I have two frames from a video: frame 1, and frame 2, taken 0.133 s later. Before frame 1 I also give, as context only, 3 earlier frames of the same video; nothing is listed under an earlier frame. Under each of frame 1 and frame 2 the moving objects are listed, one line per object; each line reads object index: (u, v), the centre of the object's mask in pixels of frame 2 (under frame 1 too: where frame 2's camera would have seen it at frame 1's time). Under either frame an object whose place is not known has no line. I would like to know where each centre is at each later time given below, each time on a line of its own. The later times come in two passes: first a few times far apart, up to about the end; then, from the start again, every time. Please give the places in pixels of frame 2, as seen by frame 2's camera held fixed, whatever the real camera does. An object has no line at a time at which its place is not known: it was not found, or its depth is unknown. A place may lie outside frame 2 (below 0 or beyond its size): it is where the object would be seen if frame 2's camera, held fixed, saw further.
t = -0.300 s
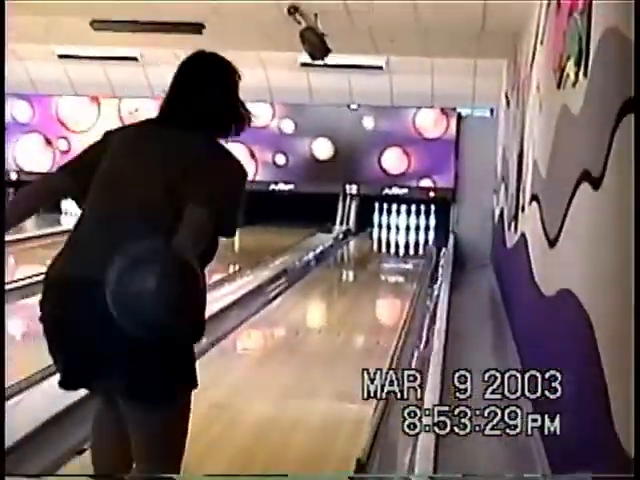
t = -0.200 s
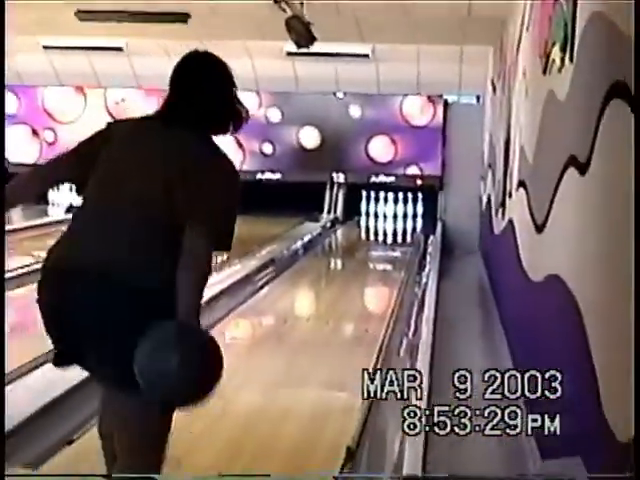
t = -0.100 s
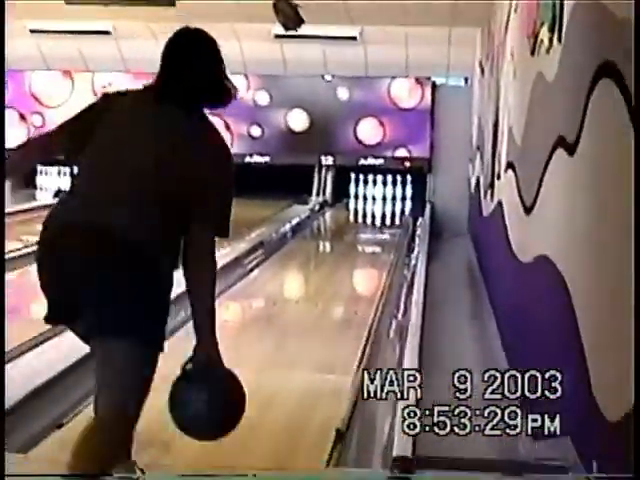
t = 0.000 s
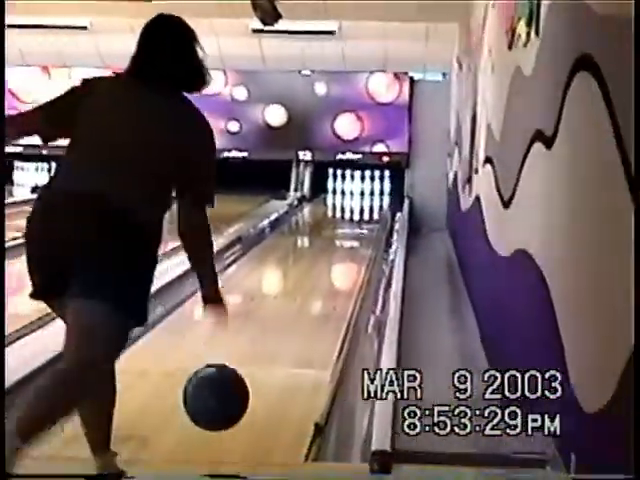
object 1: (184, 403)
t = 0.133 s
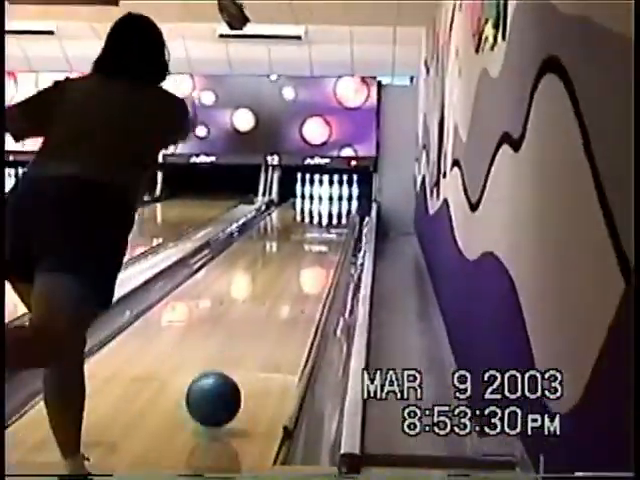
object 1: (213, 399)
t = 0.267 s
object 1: (234, 363)
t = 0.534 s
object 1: (264, 309)
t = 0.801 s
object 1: (285, 278)
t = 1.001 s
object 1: (293, 258)
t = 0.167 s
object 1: (219, 386)
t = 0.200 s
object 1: (225, 378)
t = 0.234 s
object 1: (229, 373)
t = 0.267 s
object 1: (234, 363)
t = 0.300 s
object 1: (239, 356)
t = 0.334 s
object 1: (244, 347)
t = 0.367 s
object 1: (247, 340)
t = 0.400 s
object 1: (251, 333)
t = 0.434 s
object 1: (255, 326)
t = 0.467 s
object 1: (258, 320)
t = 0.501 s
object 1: (261, 315)
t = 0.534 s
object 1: (264, 309)
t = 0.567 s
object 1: (267, 305)
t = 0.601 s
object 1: (270, 300)
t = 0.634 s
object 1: (273, 296)
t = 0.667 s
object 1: (276, 291)
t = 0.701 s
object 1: (277, 287)
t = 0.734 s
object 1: (280, 283)
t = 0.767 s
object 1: (282, 281)
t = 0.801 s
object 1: (285, 278)
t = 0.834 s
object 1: (287, 275)
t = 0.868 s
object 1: (289, 271)
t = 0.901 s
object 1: (291, 267)
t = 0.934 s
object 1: (293, 265)
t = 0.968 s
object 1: (295, 263)
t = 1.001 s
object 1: (293, 258)
